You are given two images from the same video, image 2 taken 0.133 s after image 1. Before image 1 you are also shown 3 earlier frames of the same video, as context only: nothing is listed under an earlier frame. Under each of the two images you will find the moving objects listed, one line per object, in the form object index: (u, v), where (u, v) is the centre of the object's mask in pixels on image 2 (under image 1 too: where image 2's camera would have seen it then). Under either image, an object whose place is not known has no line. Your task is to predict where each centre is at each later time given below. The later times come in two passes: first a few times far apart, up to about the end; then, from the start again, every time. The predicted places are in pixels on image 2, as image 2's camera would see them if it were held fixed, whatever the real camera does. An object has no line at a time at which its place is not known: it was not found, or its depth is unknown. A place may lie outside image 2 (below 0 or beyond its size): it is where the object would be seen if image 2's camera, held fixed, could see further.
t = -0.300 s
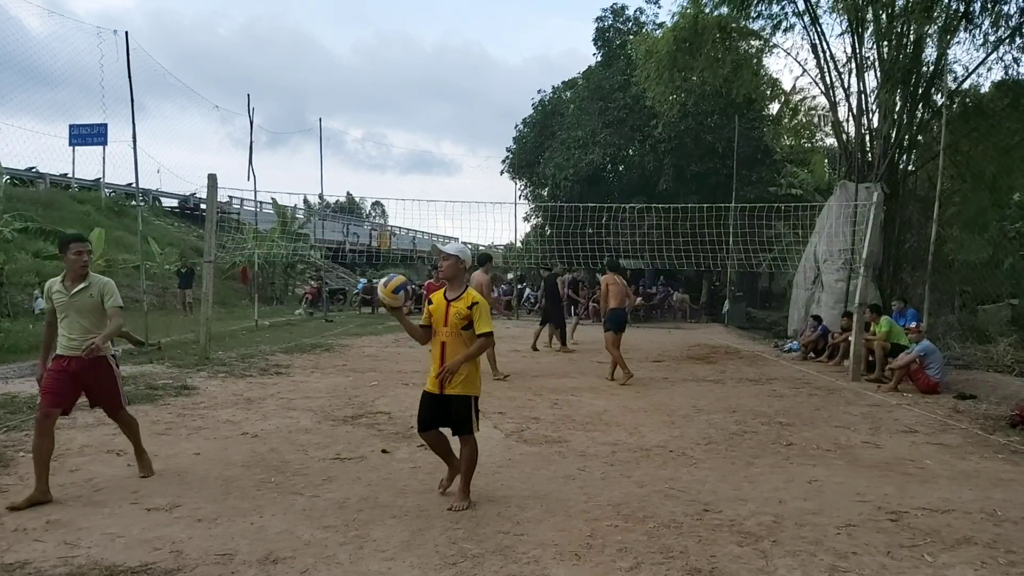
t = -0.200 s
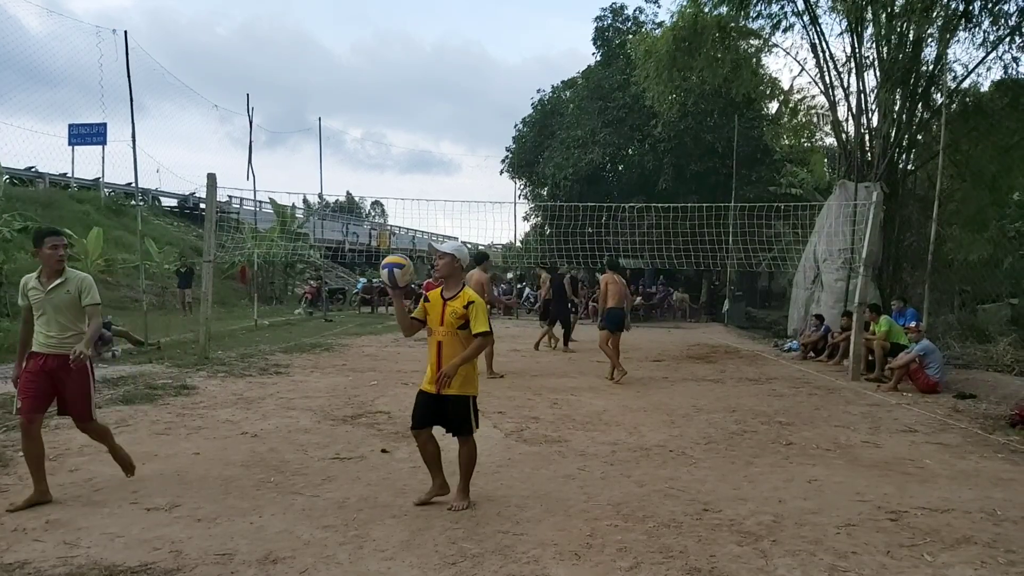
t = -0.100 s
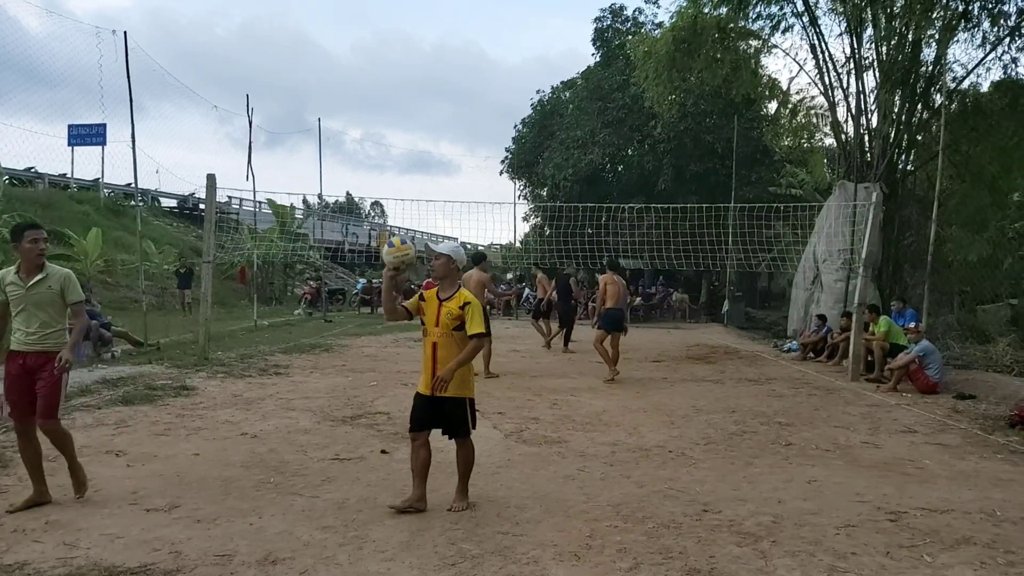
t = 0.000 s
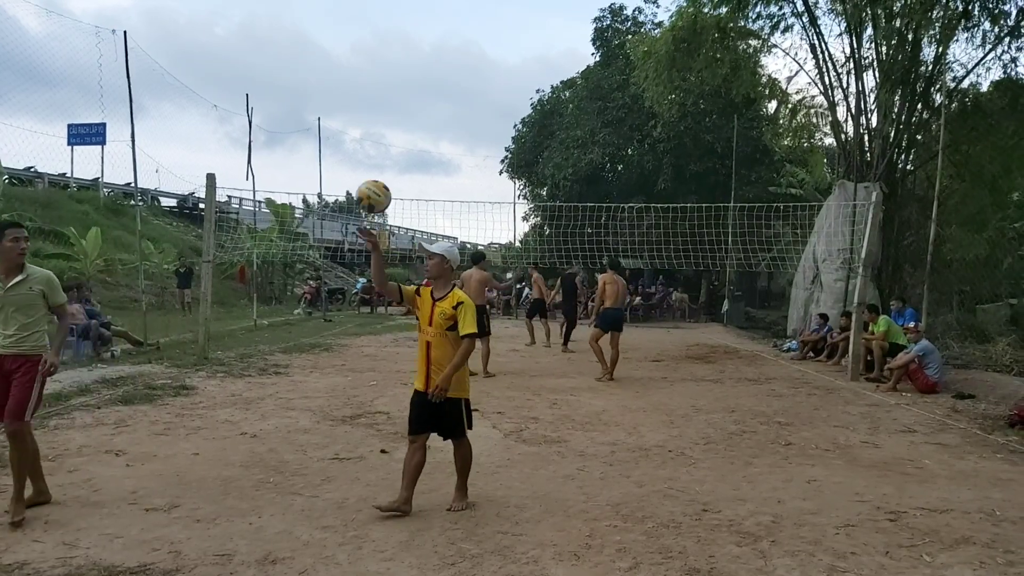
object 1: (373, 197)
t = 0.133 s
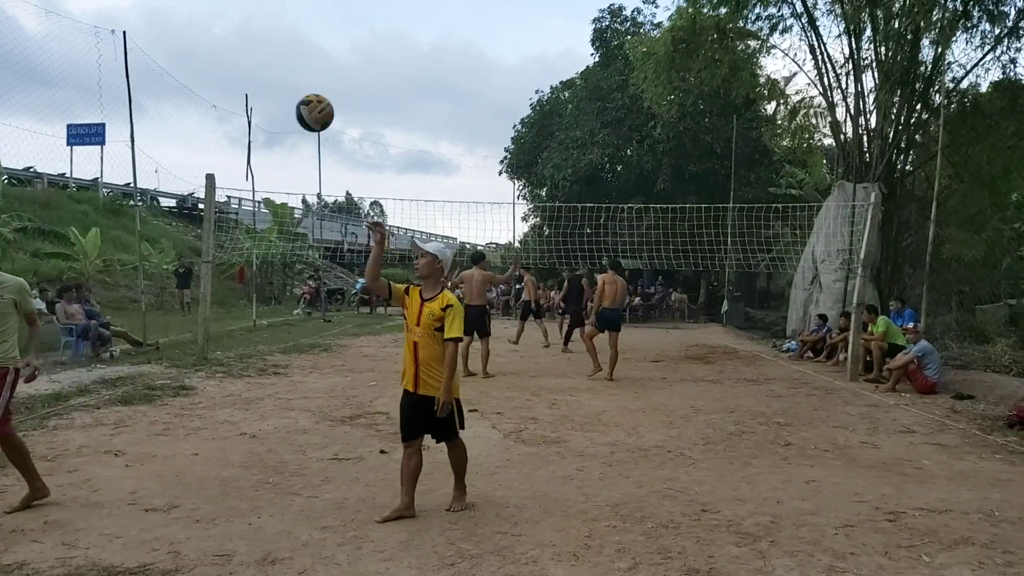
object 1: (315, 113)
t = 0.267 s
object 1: (247, 48)
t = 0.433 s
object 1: (150, 13)
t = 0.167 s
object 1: (299, 95)
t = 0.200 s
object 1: (282, 78)
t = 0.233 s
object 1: (265, 62)
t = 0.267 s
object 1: (247, 48)
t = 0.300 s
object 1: (229, 36)
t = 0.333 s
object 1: (210, 25)
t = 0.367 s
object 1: (190, 19)
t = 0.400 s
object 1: (171, 15)
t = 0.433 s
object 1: (150, 13)
